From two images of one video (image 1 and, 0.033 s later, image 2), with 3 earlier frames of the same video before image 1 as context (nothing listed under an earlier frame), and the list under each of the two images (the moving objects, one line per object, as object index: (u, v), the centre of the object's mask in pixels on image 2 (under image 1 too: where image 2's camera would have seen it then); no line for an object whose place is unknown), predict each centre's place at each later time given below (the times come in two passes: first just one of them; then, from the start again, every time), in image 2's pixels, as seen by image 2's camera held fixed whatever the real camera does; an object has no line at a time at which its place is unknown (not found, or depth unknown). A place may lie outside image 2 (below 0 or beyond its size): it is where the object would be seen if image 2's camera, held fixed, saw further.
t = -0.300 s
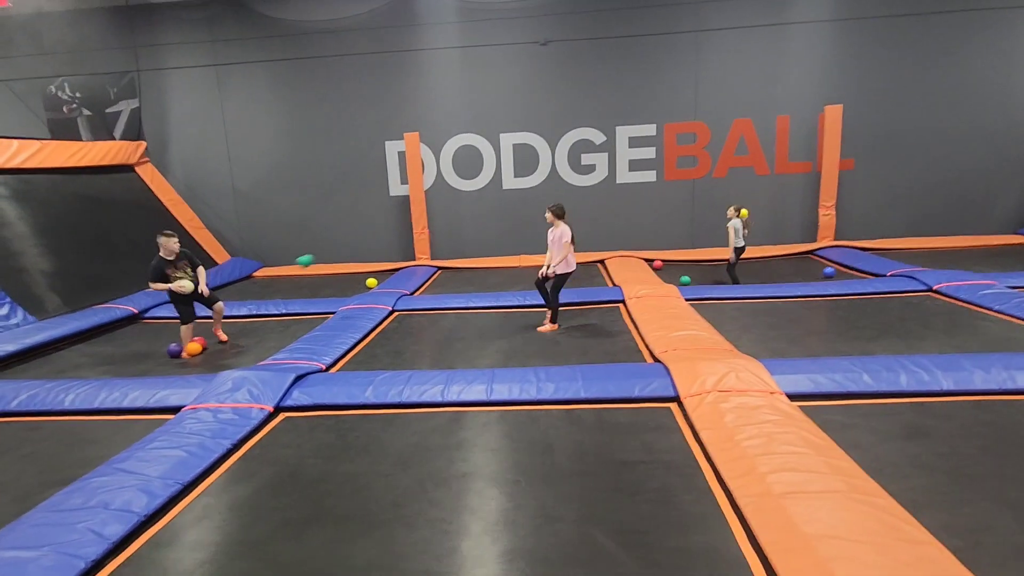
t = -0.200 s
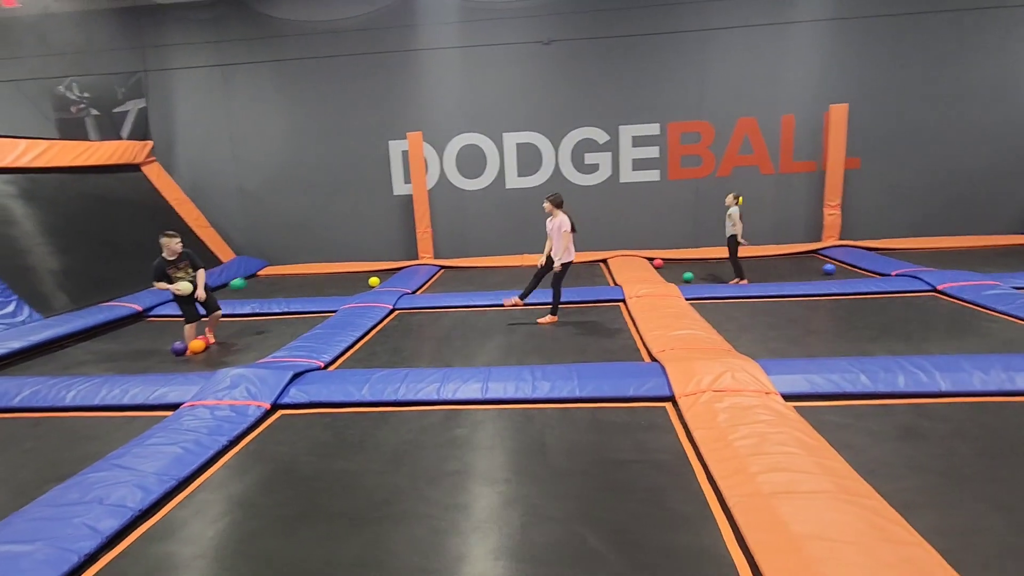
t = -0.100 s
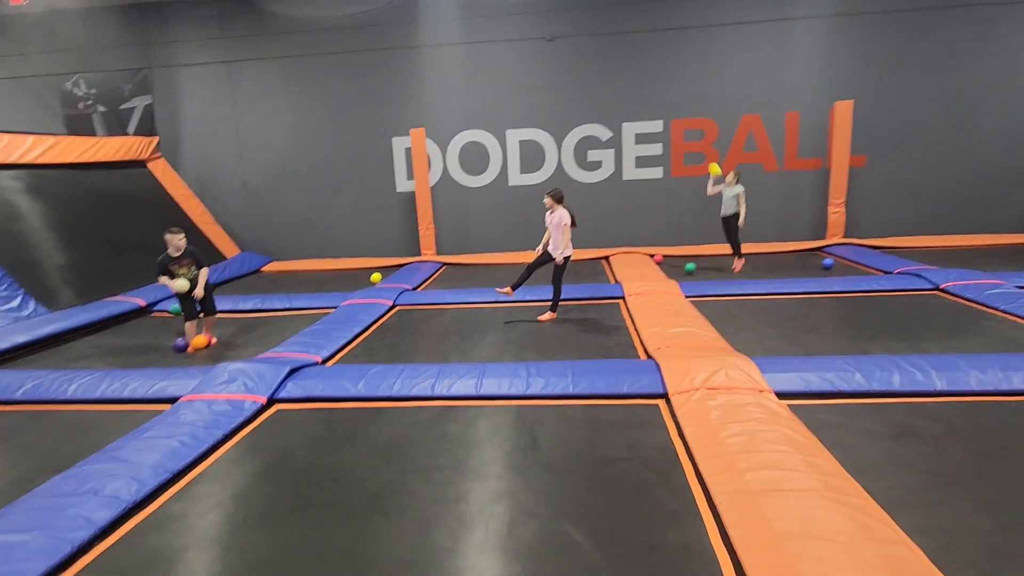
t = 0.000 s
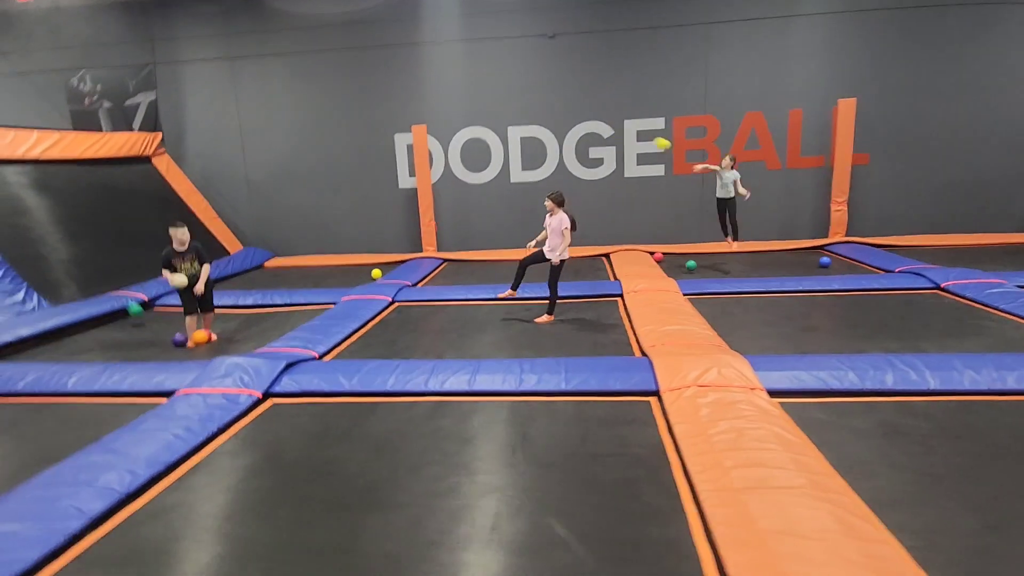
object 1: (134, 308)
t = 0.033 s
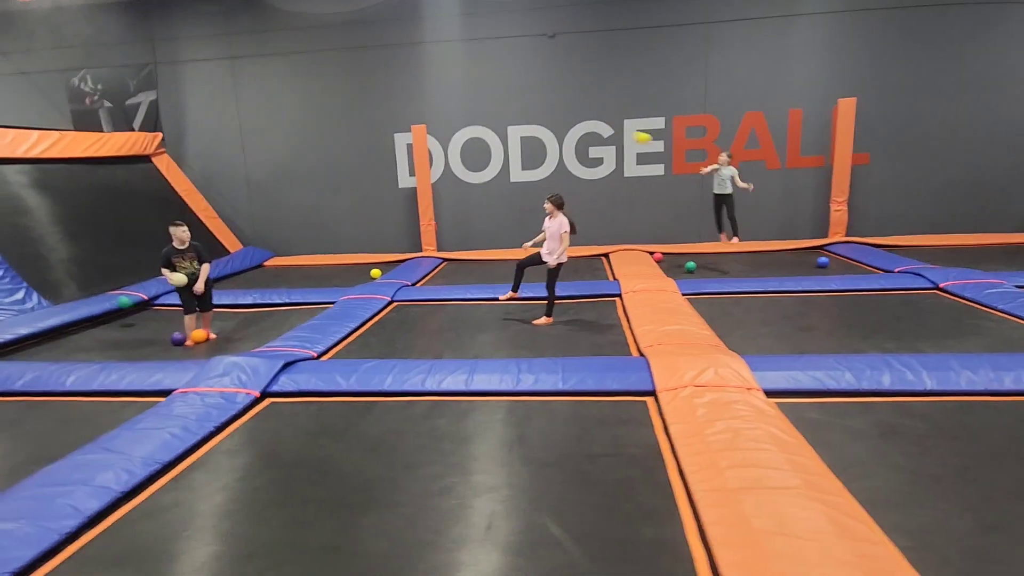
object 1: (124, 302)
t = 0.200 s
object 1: (78, 284)
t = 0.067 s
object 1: (114, 297)
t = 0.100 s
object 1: (105, 292)
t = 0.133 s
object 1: (96, 289)
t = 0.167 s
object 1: (87, 286)
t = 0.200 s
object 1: (78, 284)
